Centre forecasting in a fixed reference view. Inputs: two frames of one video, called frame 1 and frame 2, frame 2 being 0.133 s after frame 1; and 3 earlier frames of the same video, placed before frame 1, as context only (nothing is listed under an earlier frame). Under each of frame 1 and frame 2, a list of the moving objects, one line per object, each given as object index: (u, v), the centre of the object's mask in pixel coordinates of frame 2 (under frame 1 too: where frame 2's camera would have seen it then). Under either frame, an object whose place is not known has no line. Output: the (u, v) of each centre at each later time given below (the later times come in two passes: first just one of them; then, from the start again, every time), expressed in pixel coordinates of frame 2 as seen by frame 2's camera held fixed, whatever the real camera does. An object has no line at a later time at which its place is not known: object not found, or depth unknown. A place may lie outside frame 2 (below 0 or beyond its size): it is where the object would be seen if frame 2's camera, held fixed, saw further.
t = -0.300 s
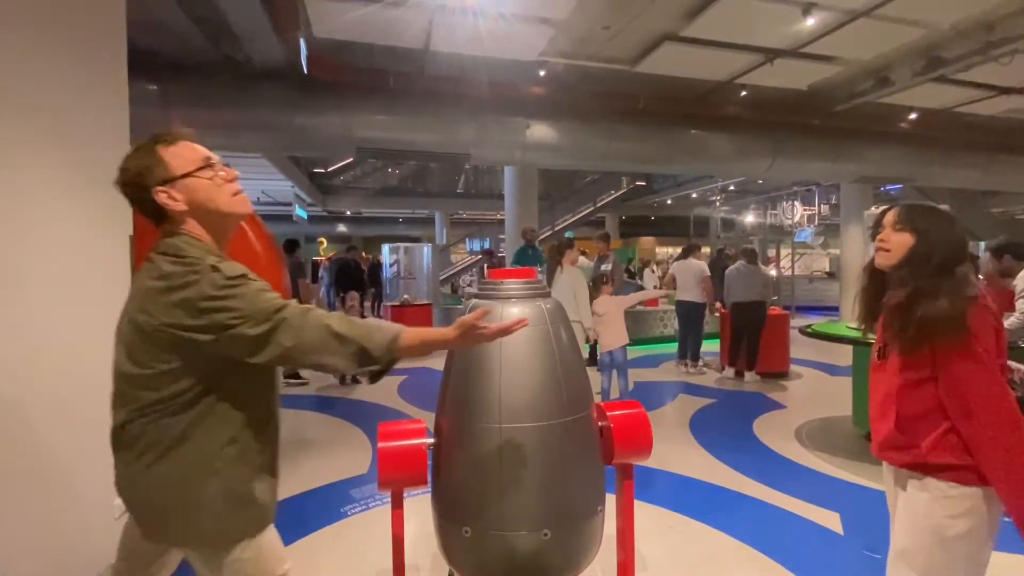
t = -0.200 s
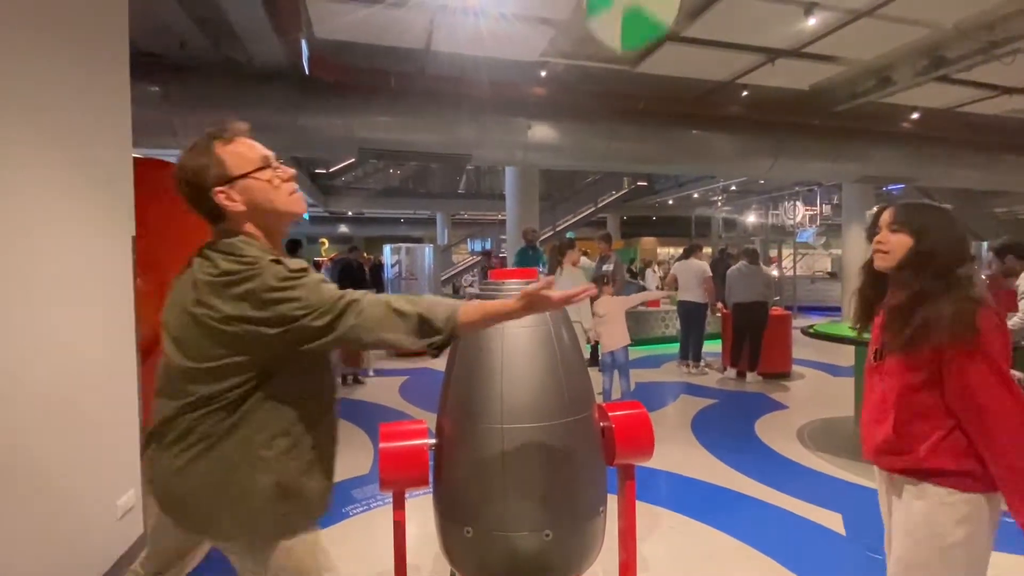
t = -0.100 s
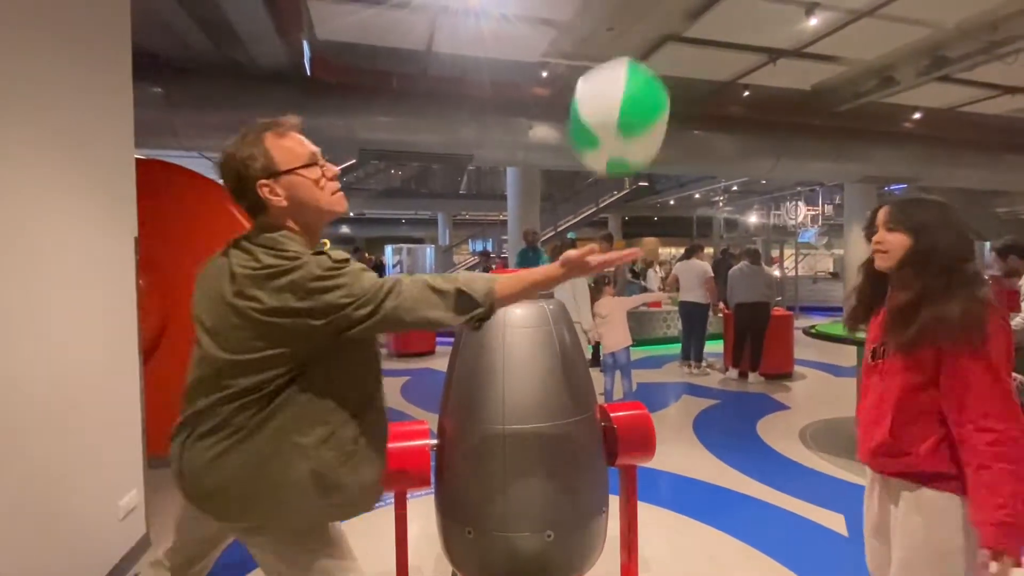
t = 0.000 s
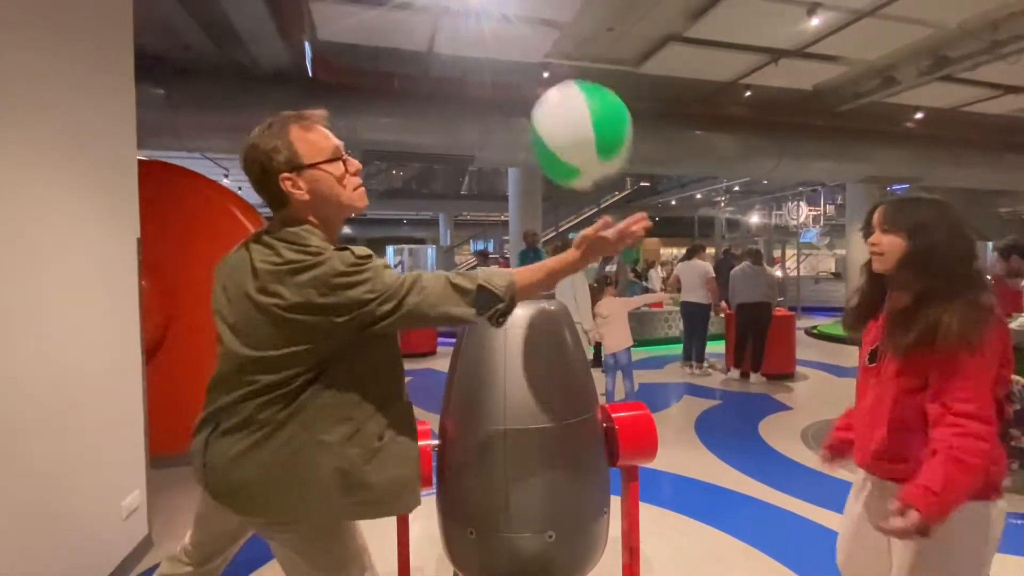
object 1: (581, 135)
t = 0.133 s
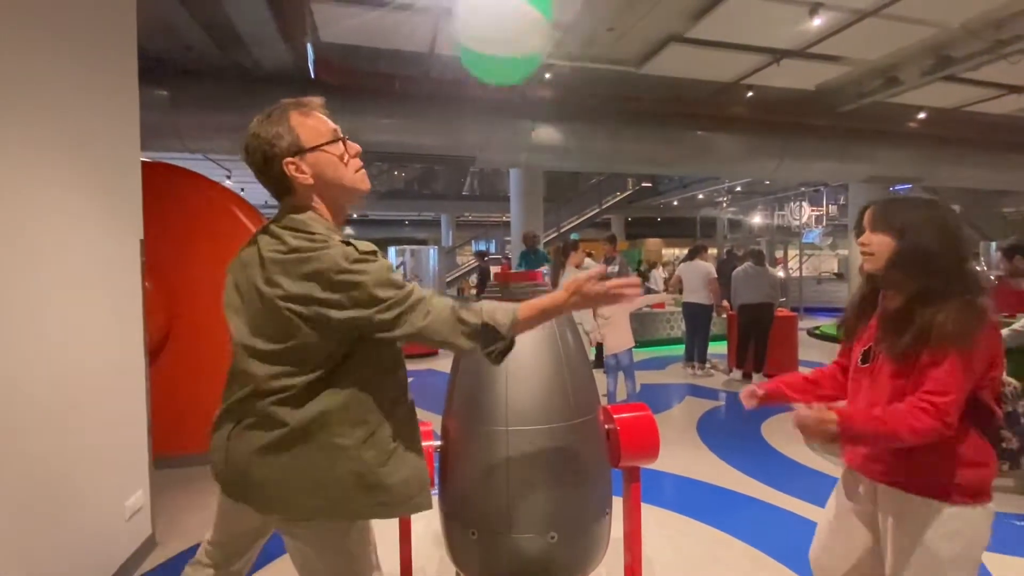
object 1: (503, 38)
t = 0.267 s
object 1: (430, 15)
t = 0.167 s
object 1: (483, 30)
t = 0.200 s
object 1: (465, 23)
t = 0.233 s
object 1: (447, 18)
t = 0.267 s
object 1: (430, 15)
